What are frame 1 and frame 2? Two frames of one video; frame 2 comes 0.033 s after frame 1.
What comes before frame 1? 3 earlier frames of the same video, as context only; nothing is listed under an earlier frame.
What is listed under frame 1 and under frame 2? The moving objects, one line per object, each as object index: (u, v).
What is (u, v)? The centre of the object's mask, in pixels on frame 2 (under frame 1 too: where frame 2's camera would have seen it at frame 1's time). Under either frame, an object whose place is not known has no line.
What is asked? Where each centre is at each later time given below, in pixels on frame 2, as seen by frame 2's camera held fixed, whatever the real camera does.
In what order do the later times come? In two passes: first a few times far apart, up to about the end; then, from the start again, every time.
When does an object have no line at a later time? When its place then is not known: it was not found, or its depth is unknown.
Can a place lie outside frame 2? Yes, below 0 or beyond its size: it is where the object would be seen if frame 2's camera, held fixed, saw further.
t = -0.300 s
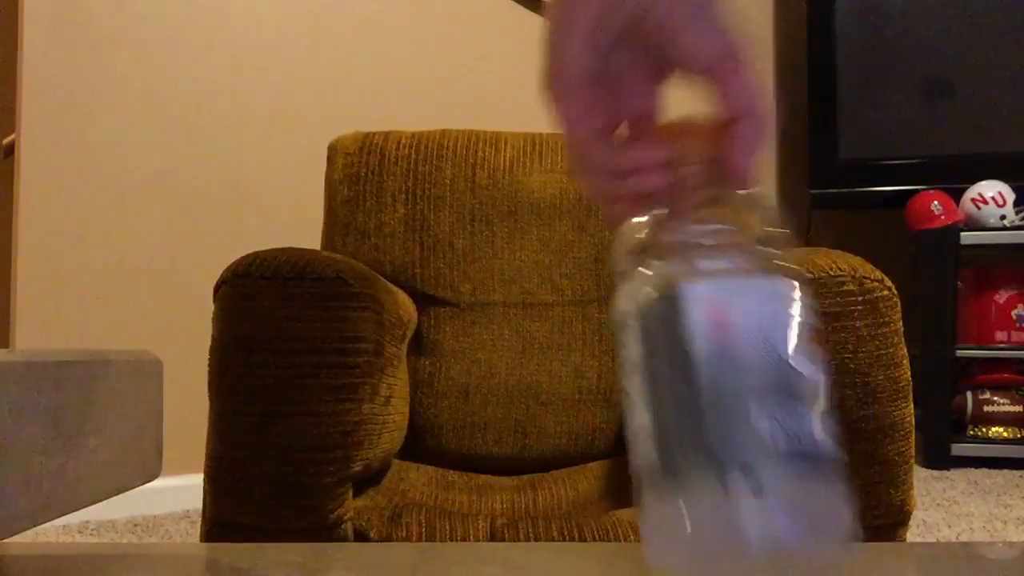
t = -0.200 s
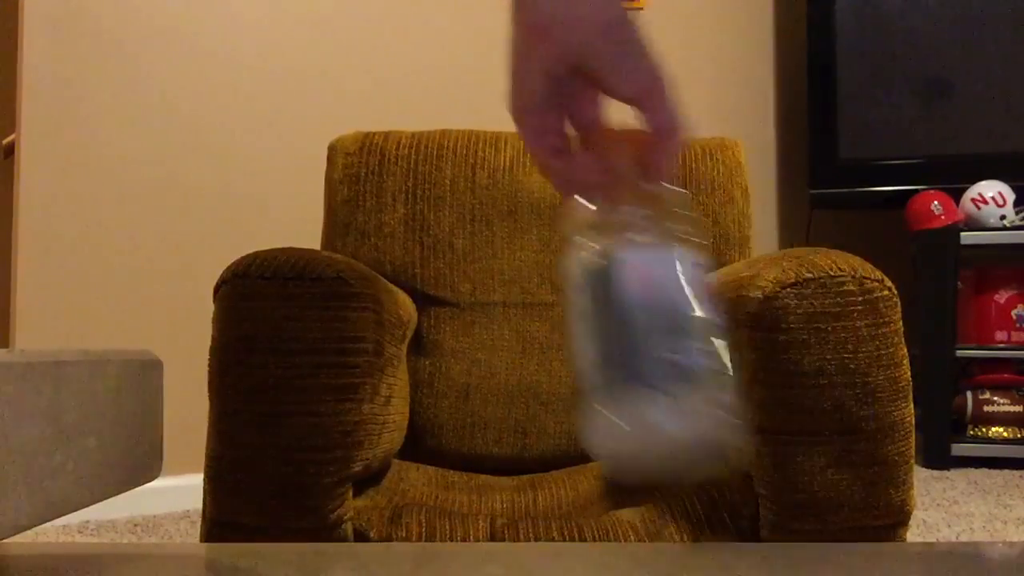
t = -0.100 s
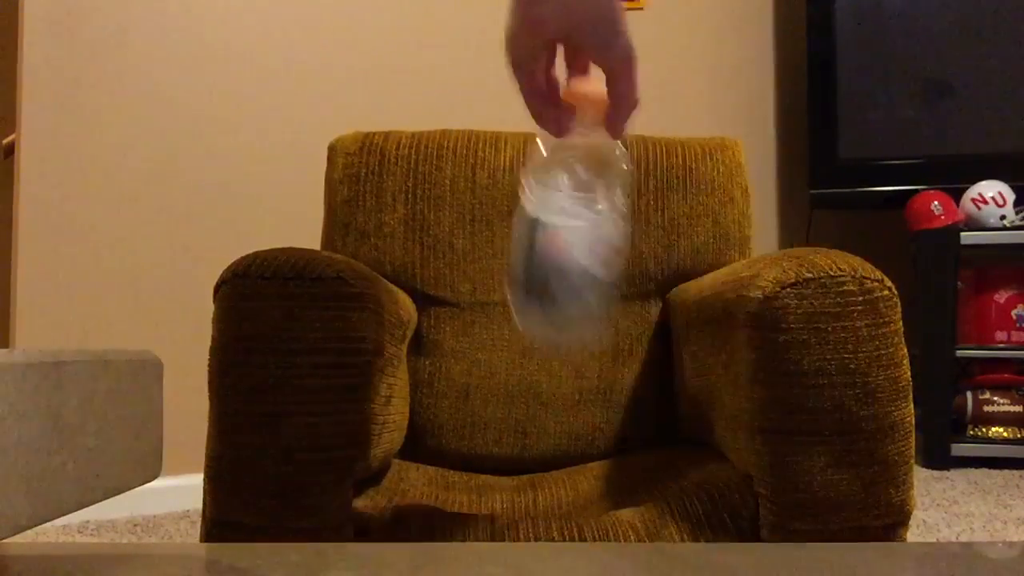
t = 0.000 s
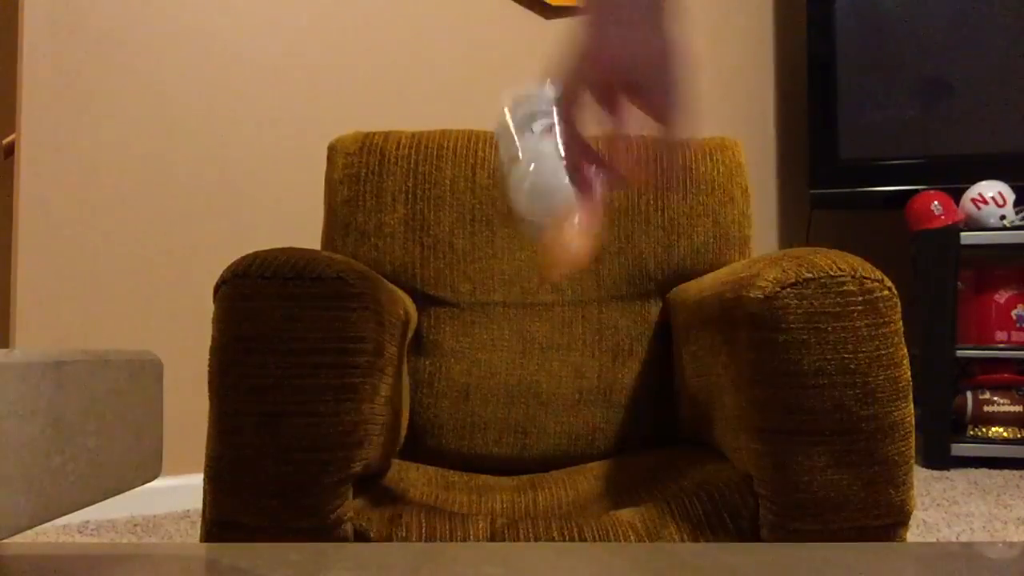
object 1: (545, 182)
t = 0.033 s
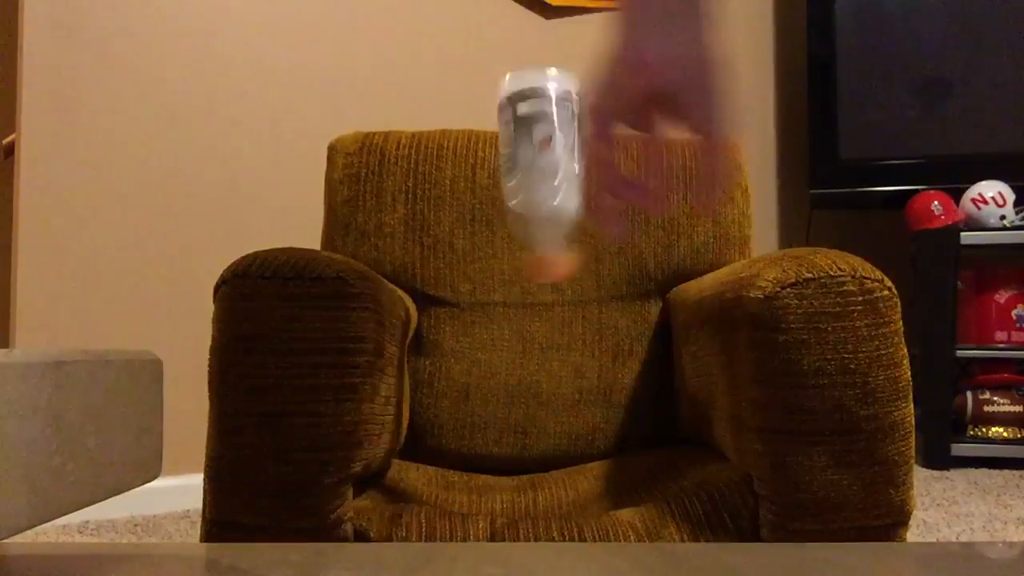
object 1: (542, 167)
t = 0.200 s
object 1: (535, 290)
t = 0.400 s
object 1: (530, 434)
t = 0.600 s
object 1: (530, 489)
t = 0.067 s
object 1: (539, 155)
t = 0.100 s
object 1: (537, 159)
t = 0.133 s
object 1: (540, 177)
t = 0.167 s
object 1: (540, 227)
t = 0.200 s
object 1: (535, 290)
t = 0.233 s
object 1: (531, 358)
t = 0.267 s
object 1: (526, 404)
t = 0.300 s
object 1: (525, 424)
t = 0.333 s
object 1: (526, 427)
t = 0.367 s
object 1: (528, 429)
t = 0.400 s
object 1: (530, 434)
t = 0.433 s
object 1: (531, 444)
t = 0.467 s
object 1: (535, 462)
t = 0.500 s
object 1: (535, 490)
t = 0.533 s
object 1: (533, 491)
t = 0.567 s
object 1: (532, 488)
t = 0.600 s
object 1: (530, 489)
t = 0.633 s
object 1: (529, 490)
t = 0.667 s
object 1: (529, 490)
